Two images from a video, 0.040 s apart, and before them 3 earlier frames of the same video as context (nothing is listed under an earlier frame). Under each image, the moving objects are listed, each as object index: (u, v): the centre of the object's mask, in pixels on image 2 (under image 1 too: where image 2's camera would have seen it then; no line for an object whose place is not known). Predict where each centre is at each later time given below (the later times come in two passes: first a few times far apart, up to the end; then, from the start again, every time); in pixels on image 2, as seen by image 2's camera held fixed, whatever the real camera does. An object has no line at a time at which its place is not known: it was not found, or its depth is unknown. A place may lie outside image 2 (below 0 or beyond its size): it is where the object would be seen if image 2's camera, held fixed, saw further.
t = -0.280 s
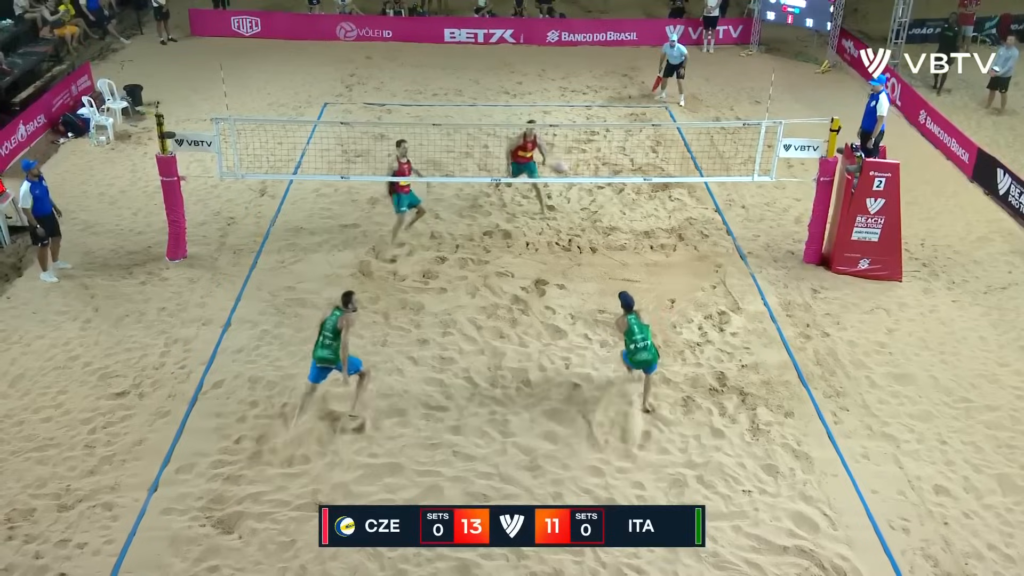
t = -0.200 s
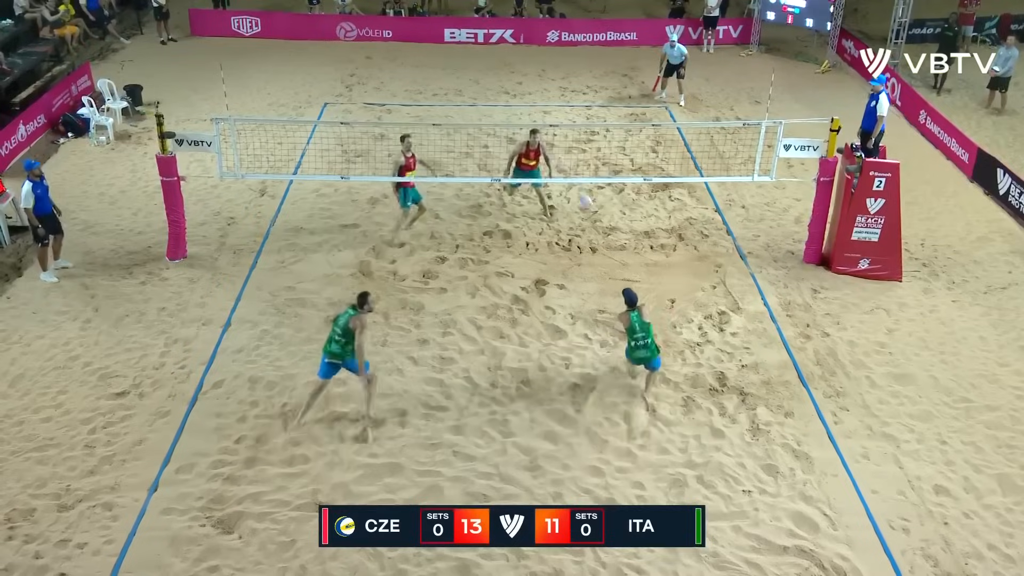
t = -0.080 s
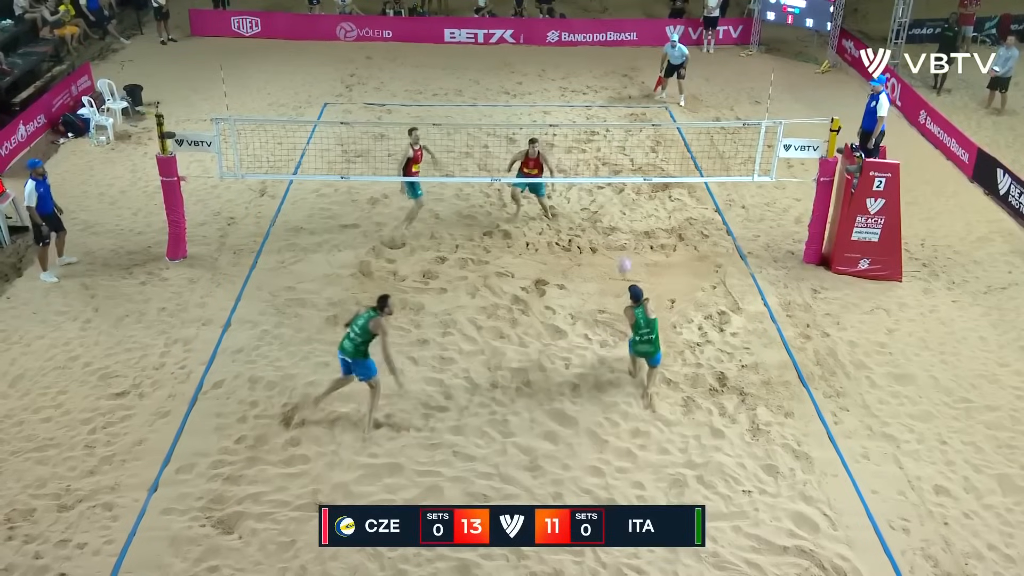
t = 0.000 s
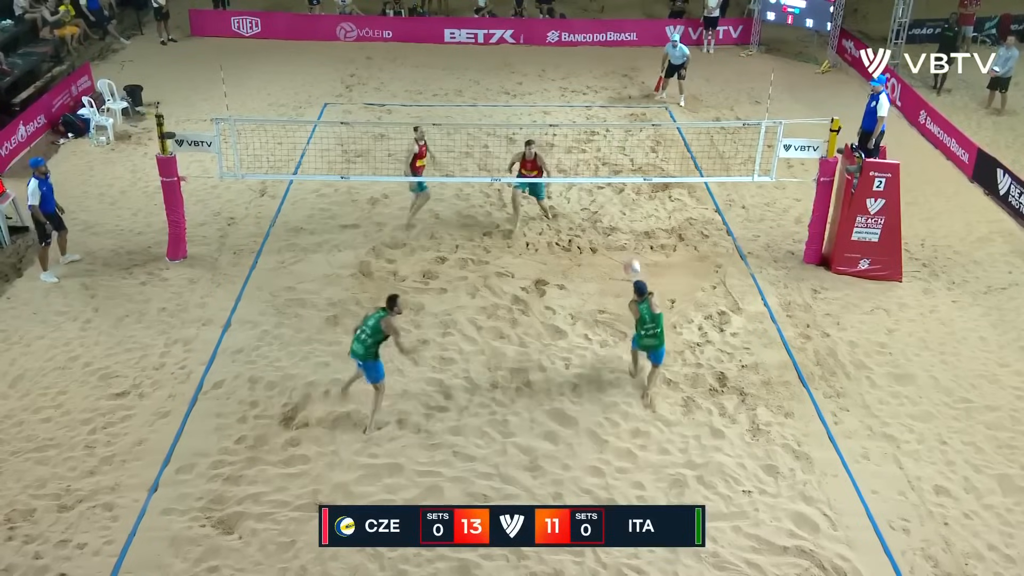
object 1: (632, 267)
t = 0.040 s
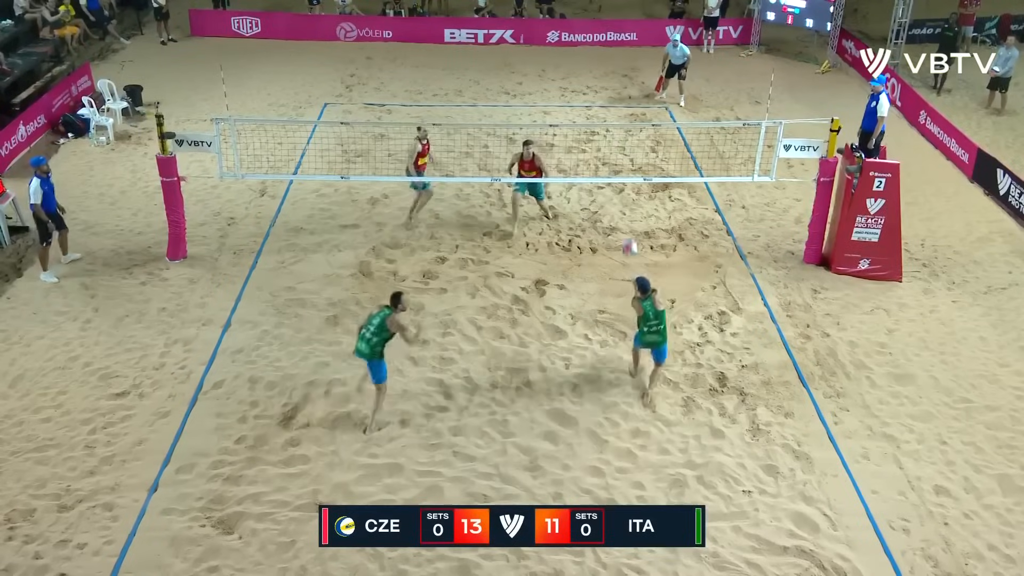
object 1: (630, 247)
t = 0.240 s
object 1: (613, 161)
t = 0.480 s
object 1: (589, 87)
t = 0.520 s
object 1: (584, 79)
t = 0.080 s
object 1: (627, 229)
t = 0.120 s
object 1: (623, 211)
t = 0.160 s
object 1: (621, 193)
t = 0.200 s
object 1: (616, 176)
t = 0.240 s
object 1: (613, 161)
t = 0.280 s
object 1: (609, 143)
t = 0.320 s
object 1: (605, 129)
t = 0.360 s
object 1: (601, 116)
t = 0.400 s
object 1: (596, 105)
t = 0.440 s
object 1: (592, 94)
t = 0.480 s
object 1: (589, 87)
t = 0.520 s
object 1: (584, 79)
